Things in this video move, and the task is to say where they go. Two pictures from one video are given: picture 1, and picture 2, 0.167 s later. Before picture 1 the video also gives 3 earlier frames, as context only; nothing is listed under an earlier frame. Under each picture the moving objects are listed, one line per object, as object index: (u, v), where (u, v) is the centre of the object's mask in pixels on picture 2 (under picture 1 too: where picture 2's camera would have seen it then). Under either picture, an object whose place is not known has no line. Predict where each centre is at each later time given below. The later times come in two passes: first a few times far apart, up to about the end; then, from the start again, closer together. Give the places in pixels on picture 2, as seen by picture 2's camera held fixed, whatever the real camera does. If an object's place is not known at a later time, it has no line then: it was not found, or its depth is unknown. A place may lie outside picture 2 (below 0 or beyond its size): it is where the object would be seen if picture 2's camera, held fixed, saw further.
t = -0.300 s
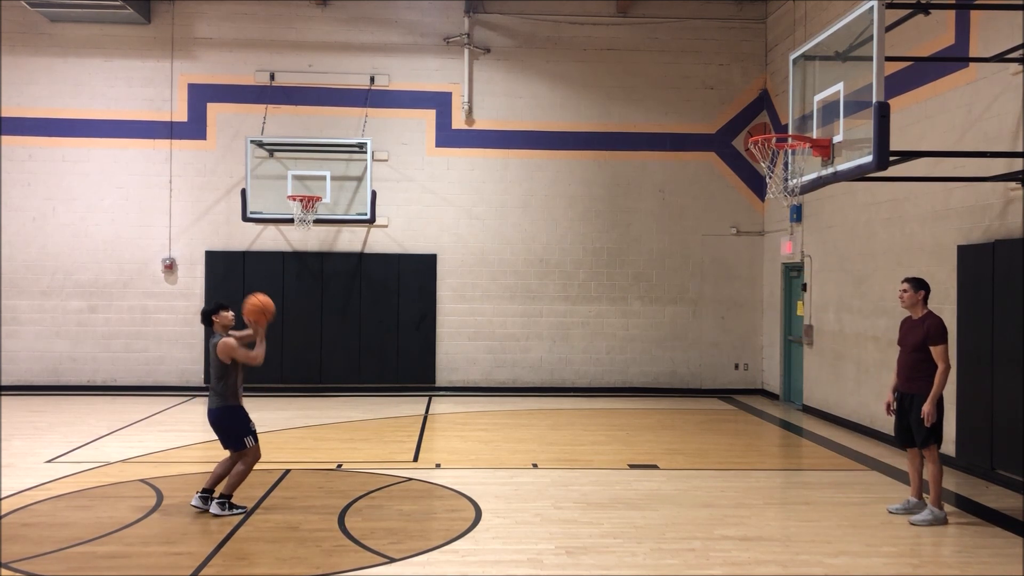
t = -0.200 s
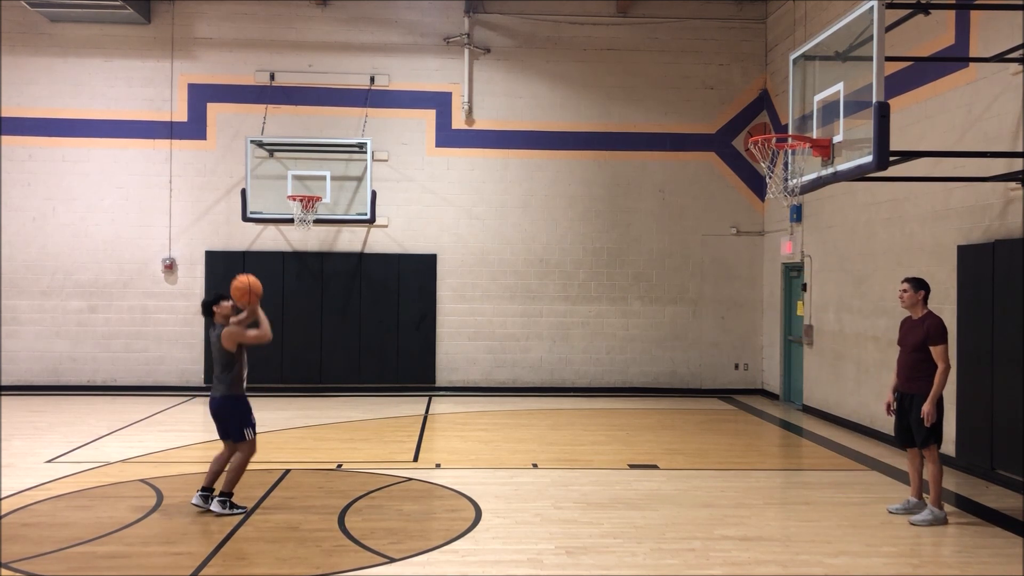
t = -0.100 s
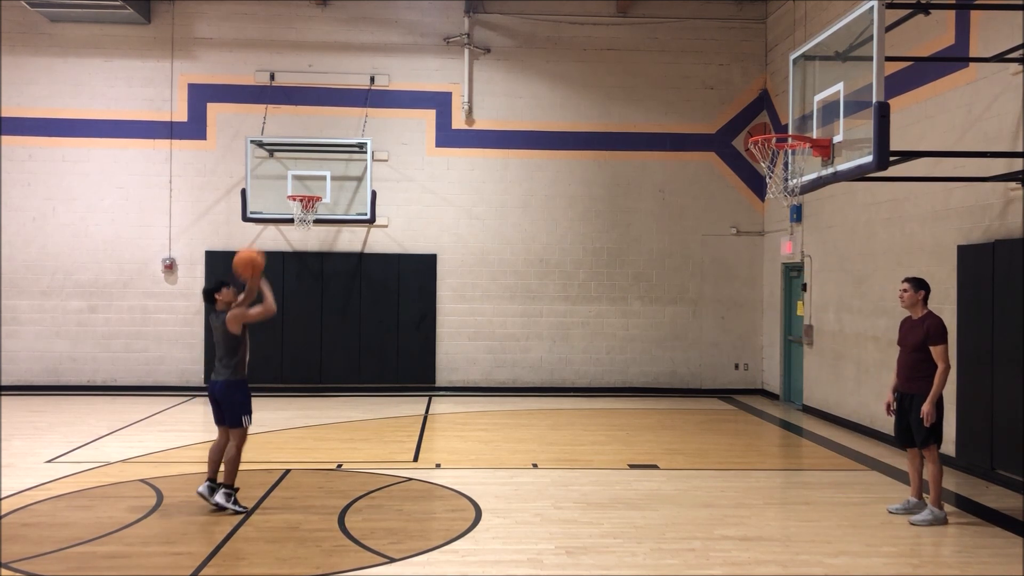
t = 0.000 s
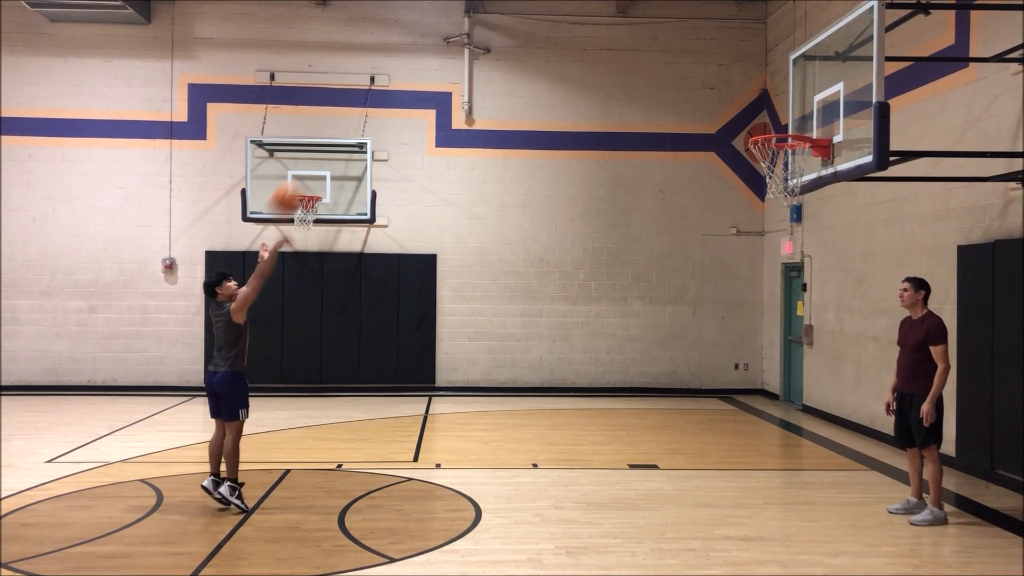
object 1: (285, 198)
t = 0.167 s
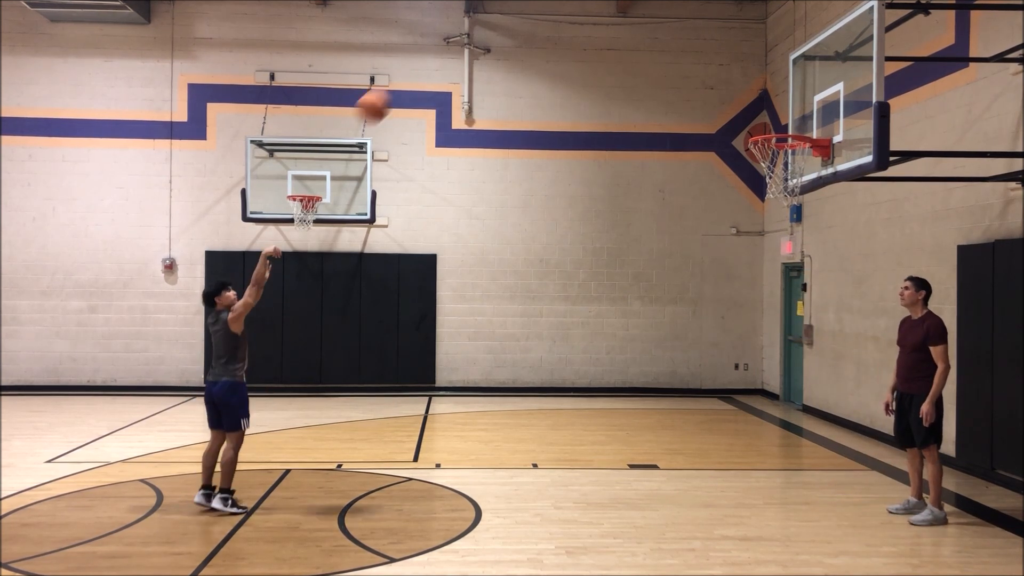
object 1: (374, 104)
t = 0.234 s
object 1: (408, 77)
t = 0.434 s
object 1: (507, 28)
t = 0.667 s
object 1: (619, 29)
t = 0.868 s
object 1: (715, 82)
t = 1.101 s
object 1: (808, 181)
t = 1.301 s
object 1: (792, 260)
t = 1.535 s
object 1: (771, 410)
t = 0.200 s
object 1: (390, 91)
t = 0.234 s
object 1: (408, 77)
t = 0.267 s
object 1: (425, 66)
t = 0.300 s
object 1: (441, 55)
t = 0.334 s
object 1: (457, 46)
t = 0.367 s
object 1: (476, 38)
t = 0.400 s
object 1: (491, 32)
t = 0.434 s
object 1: (507, 28)
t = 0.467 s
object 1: (523, 24)
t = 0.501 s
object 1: (539, 22)
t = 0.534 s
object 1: (555, 19)
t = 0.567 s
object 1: (571, 21)
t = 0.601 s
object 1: (588, 22)
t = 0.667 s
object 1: (619, 29)
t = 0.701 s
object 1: (636, 35)
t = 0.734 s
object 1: (653, 42)
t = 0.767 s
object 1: (669, 50)
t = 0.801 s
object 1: (683, 59)
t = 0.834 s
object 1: (700, 70)
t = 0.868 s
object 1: (715, 82)
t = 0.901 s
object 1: (731, 95)
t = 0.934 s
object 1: (745, 109)
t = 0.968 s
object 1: (761, 123)
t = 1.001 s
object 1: (777, 144)
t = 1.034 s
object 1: (792, 161)
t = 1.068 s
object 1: (805, 173)
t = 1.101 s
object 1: (808, 181)
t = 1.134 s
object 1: (806, 191)
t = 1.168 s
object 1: (803, 202)
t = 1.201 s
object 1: (800, 214)
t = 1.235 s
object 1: (798, 227)
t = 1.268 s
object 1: (795, 243)
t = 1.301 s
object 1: (792, 260)
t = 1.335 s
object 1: (789, 277)
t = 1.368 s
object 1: (785, 297)
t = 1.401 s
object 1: (783, 316)
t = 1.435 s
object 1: (779, 339)
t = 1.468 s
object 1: (777, 362)
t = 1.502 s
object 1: (773, 386)
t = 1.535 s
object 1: (771, 410)
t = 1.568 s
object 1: (769, 440)
